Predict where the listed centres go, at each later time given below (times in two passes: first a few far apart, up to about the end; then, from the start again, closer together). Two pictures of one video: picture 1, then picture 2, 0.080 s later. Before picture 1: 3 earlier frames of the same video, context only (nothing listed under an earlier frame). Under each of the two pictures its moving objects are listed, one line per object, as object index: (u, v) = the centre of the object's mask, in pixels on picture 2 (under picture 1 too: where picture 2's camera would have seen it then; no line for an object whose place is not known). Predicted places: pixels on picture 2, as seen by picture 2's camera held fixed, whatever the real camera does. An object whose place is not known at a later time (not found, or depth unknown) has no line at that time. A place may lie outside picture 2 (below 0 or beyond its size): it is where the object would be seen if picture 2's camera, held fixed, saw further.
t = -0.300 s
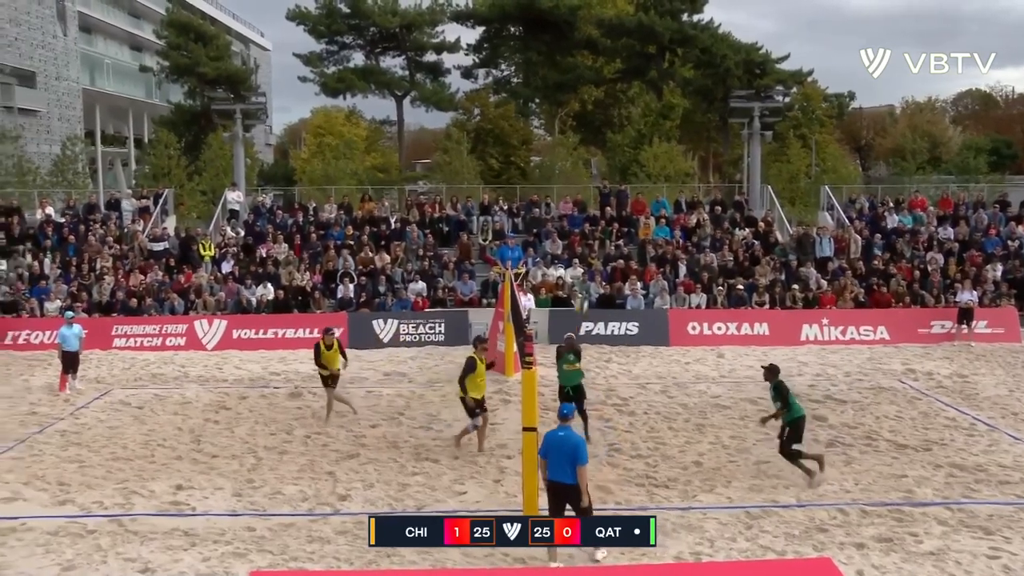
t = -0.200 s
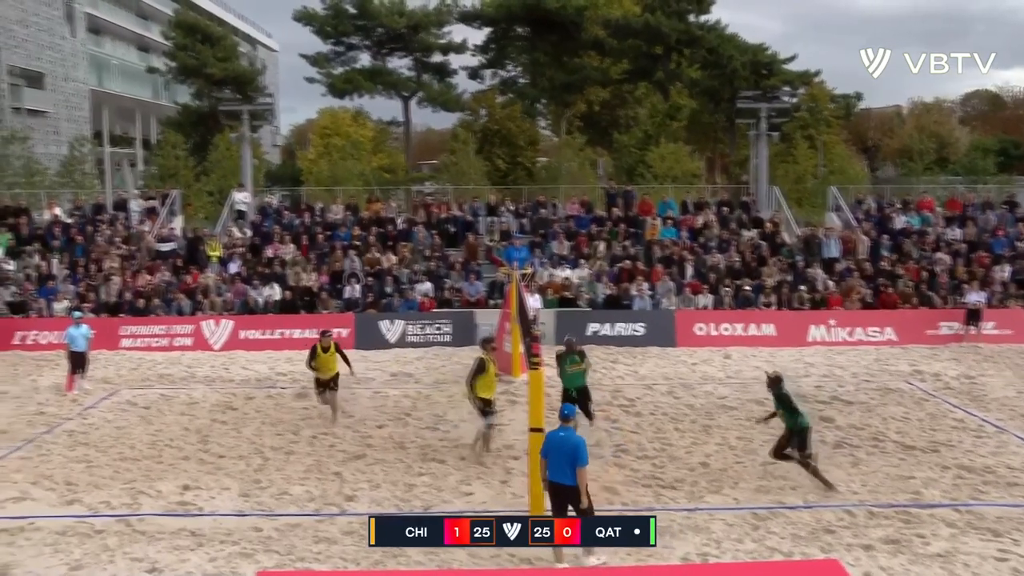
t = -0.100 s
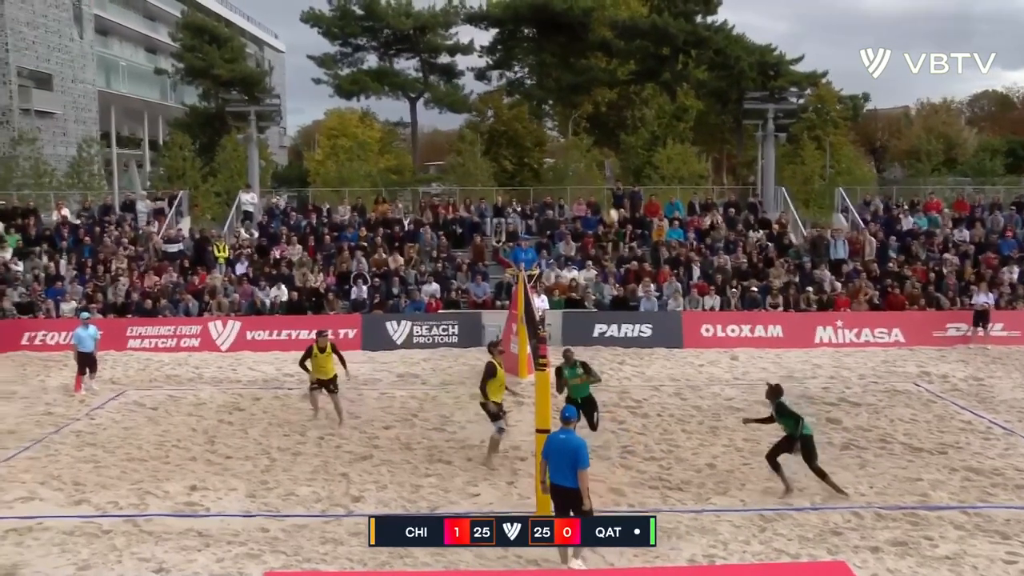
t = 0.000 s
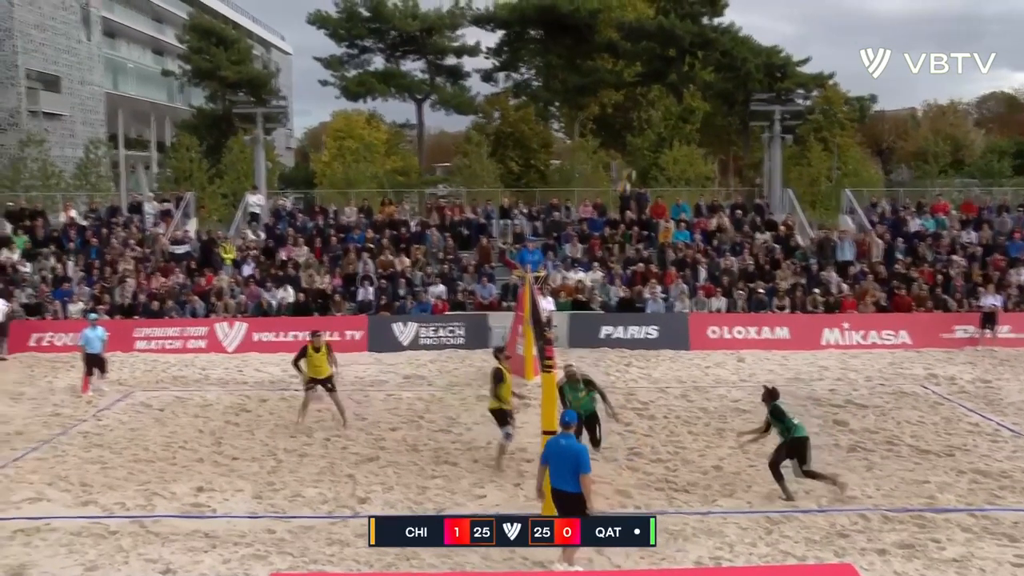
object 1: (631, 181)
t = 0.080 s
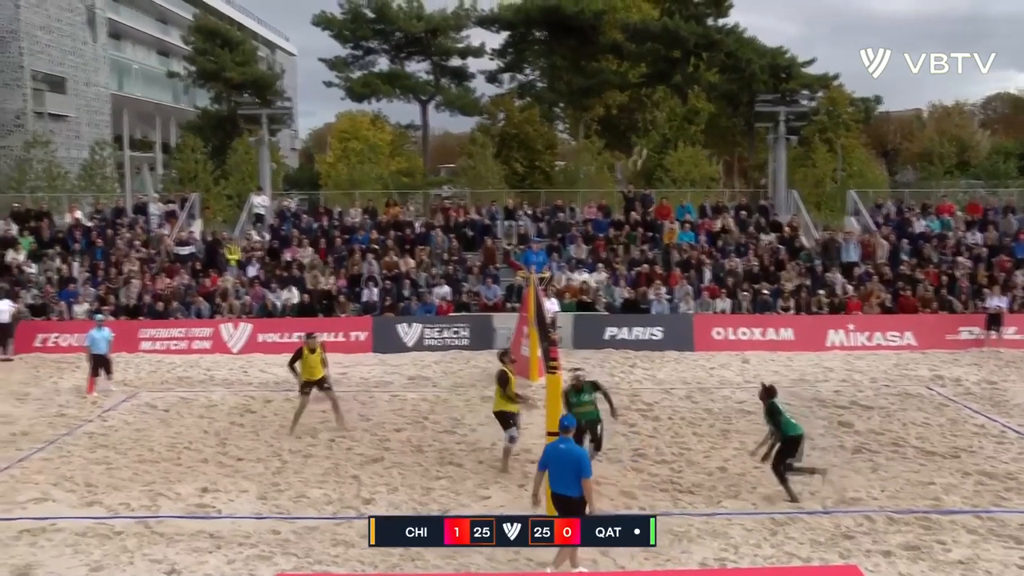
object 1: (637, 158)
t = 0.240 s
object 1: (651, 121)
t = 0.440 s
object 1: (667, 100)
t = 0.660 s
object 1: (685, 109)
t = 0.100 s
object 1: (638, 153)
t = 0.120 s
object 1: (640, 147)
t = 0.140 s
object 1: (642, 142)
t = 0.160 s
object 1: (644, 137)
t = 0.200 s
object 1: (647, 128)
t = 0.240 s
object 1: (651, 121)
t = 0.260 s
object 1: (652, 118)
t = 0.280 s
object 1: (656, 114)
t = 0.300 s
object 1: (655, 113)
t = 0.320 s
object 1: (658, 109)
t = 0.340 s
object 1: (659, 107)
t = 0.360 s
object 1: (661, 105)
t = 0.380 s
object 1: (662, 104)
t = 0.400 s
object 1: (664, 103)
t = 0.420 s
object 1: (665, 101)
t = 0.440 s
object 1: (667, 100)
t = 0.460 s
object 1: (669, 100)
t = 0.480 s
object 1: (670, 100)
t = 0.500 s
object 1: (672, 99)
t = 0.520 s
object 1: (675, 100)
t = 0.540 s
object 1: (675, 100)
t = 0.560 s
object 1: (678, 101)
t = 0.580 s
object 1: (679, 101)
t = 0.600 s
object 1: (680, 103)
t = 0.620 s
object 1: (681, 105)
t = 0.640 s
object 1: (684, 107)
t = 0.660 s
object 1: (685, 109)
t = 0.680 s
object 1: (686, 112)
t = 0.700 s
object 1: (688, 114)
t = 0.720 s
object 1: (689, 117)
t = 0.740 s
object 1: (690, 121)
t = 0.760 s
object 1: (692, 125)
